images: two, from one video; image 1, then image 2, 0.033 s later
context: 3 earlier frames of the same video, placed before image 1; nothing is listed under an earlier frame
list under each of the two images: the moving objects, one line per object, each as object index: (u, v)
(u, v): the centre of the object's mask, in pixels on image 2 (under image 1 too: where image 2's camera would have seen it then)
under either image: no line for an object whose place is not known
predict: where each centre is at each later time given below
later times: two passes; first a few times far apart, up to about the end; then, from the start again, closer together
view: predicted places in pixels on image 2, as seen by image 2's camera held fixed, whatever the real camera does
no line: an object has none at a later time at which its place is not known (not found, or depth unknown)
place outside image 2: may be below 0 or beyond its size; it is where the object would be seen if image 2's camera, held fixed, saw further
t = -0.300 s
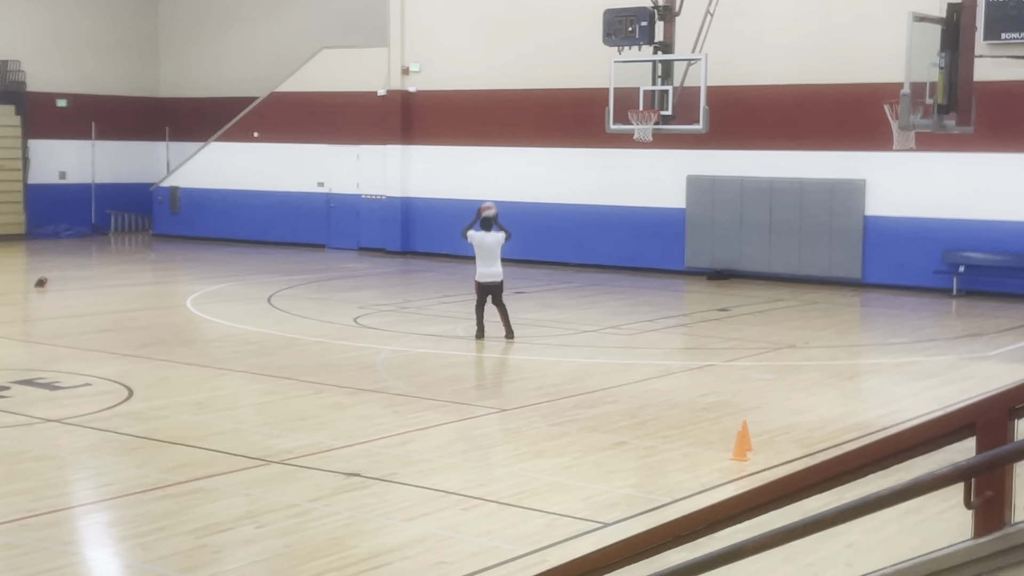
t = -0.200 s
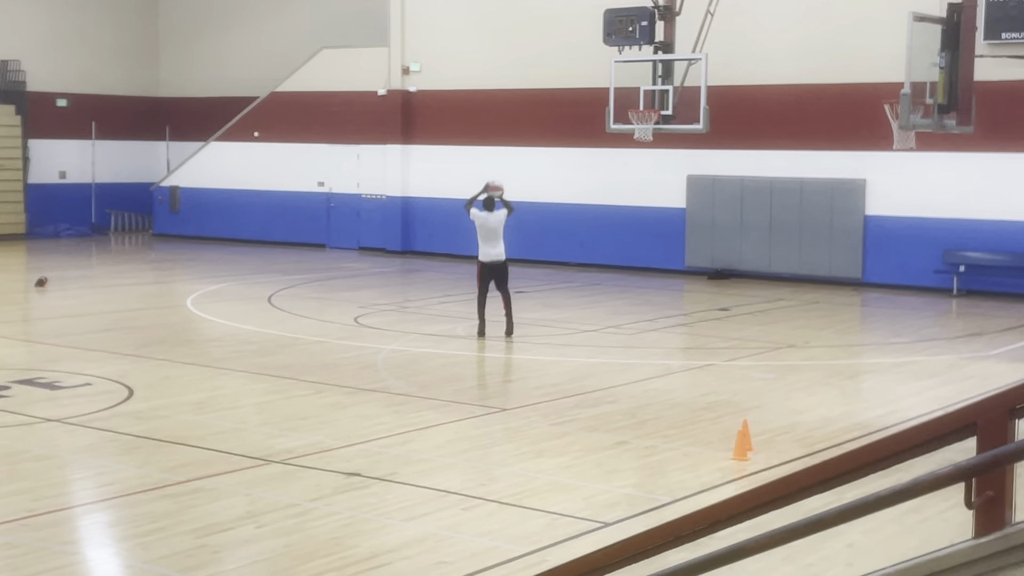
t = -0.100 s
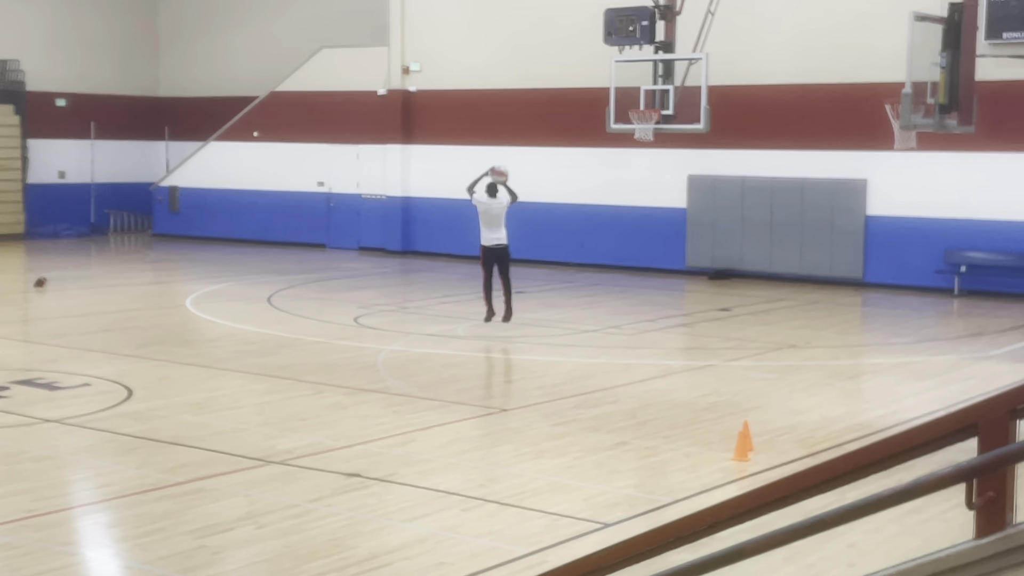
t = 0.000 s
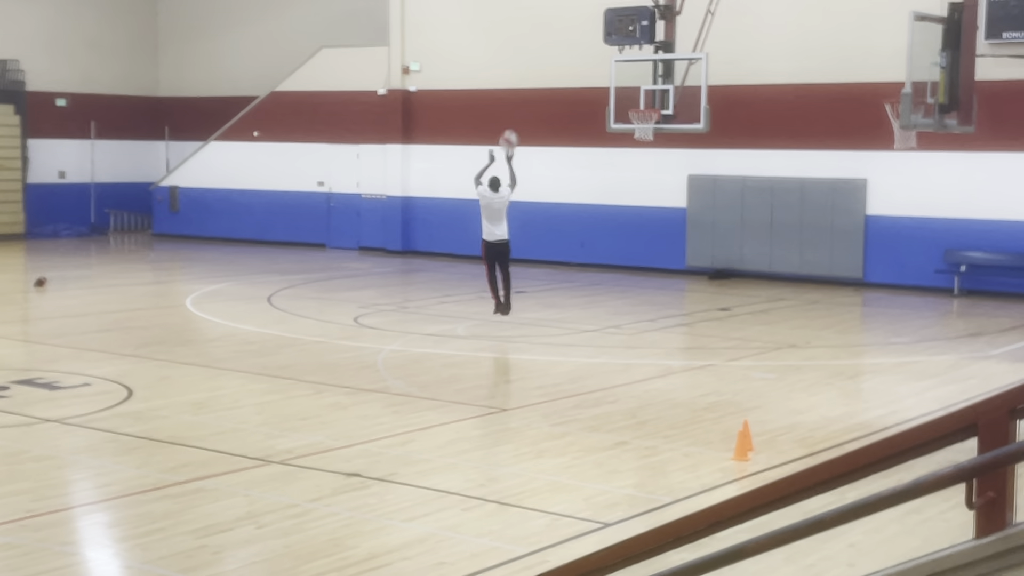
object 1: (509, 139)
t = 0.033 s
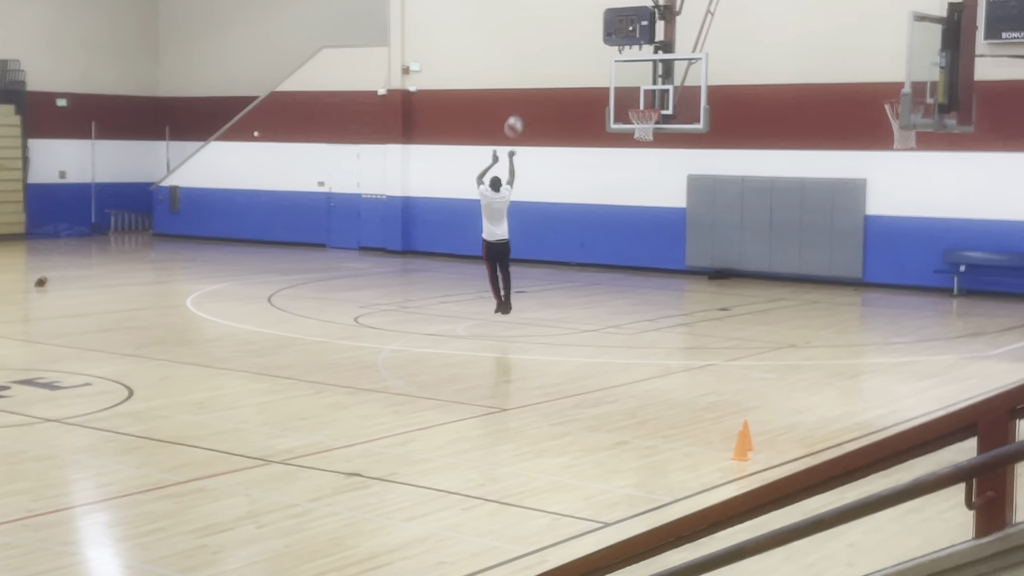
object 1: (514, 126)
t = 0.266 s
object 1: (548, 51)
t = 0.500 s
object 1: (577, 19)
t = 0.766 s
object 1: (607, 28)
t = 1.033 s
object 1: (632, 81)
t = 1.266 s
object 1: (647, 124)
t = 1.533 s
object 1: (646, 143)
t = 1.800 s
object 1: (645, 201)
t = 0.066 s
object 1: (518, 113)
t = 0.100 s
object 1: (524, 99)
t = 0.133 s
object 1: (529, 88)
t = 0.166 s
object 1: (534, 78)
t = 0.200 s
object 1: (538, 68)
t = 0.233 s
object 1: (543, 60)
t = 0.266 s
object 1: (548, 51)
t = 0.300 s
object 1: (552, 43)
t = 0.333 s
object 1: (556, 37)
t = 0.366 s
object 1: (560, 32)
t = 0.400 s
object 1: (565, 27)
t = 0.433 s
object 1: (569, 24)
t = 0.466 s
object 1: (572, 21)
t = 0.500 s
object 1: (577, 19)
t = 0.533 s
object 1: (581, 17)
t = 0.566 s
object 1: (585, 16)
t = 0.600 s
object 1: (589, 17)
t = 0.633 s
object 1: (592, 18)
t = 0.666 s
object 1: (596, 19)
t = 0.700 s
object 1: (600, 22)
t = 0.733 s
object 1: (603, 25)
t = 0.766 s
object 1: (607, 28)
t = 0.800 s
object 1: (610, 33)
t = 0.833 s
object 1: (613, 38)
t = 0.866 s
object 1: (616, 43)
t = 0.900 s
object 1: (619, 50)
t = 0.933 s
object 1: (622, 57)
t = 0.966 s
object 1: (625, 64)
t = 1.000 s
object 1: (629, 73)
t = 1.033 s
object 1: (632, 81)
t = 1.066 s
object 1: (634, 91)
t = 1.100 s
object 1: (636, 99)
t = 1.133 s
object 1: (639, 106)
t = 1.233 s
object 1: (645, 121)
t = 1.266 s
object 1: (647, 124)
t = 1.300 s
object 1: (647, 126)
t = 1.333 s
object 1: (645, 123)
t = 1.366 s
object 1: (646, 125)
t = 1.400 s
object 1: (647, 128)
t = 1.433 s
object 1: (647, 130)
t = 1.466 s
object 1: (646, 133)
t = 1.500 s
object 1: (646, 136)
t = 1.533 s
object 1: (646, 143)
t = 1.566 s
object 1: (647, 147)
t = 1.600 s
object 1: (647, 153)
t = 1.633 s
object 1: (646, 160)
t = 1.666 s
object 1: (646, 167)
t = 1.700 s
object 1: (646, 174)
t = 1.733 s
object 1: (646, 182)
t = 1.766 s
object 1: (645, 191)
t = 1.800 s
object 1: (645, 201)
